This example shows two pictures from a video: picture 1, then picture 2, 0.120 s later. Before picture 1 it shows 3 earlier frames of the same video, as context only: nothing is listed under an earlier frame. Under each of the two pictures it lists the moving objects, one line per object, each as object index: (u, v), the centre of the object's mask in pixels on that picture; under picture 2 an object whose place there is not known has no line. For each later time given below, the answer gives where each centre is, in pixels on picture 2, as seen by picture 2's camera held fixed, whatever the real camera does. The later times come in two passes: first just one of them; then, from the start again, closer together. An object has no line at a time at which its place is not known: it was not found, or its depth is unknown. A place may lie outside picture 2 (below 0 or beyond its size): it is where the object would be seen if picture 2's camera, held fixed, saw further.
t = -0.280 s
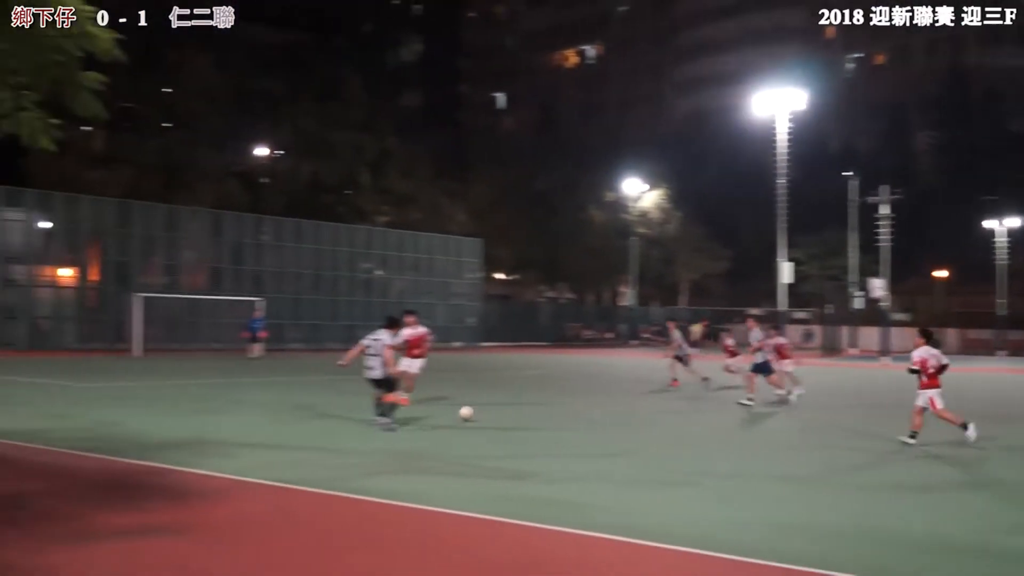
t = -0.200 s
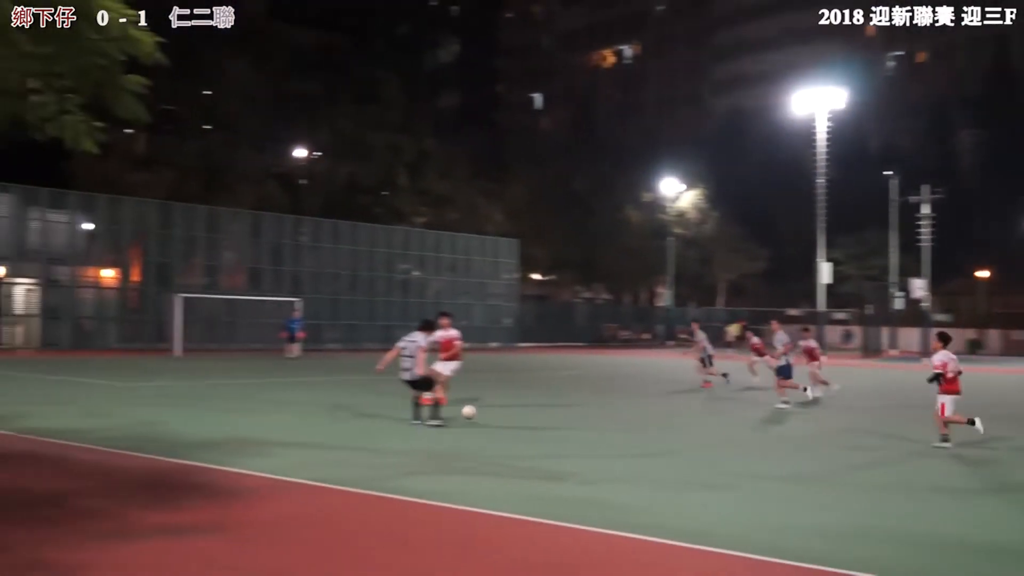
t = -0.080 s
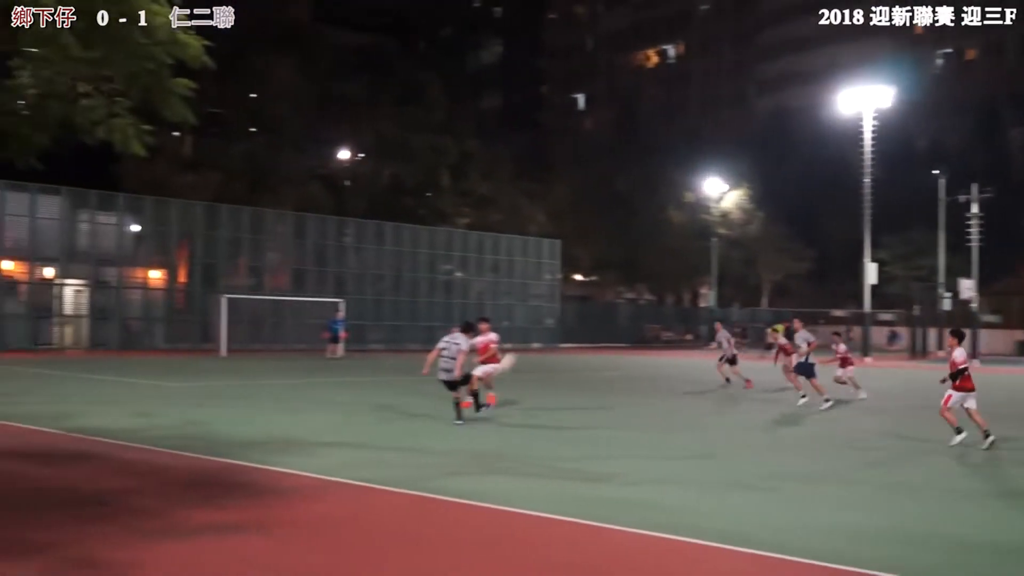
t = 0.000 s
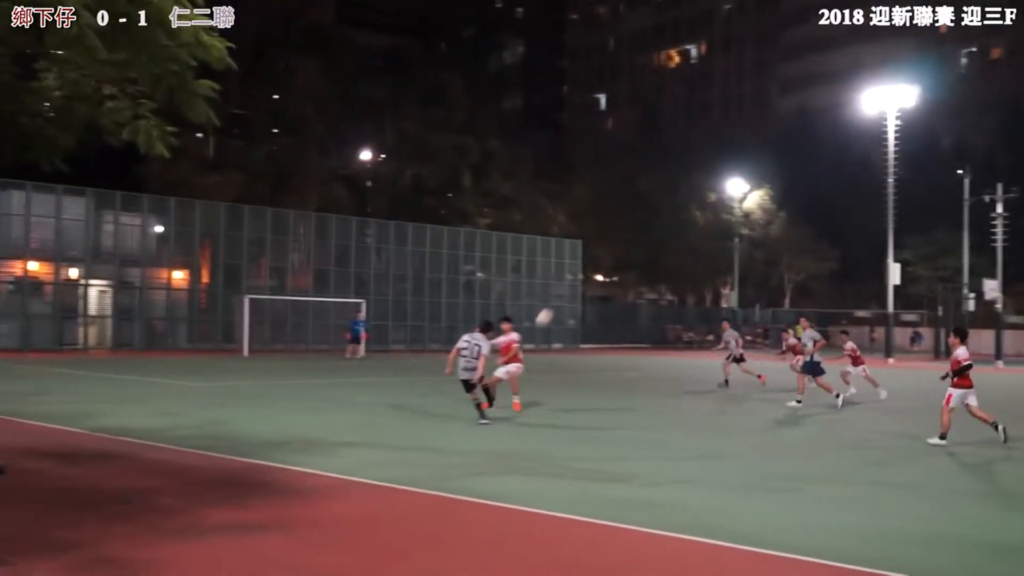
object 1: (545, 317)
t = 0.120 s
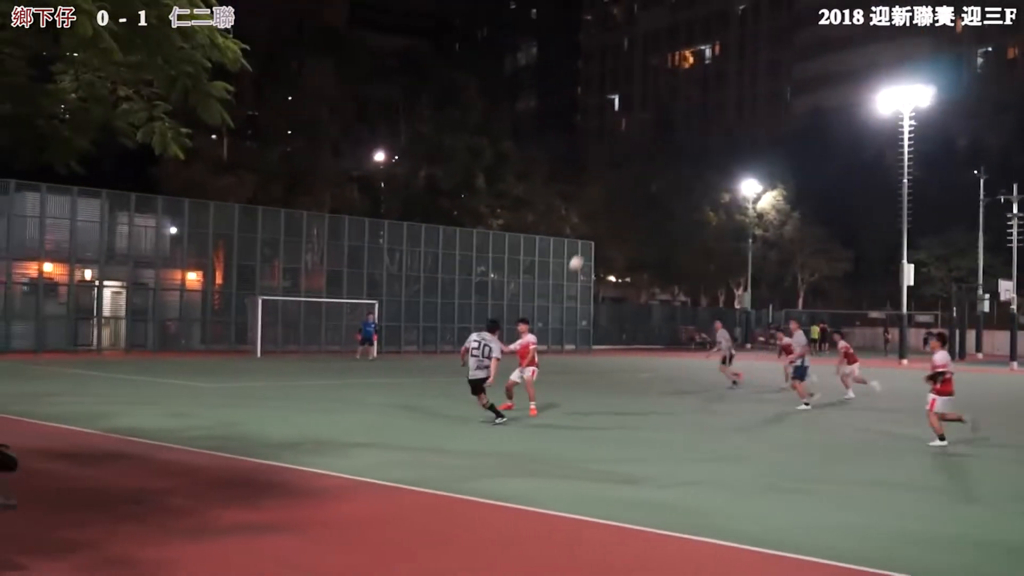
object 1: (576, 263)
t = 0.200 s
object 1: (587, 233)
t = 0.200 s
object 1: (587, 233)
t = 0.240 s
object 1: (591, 222)
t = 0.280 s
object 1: (597, 210)
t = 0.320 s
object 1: (601, 199)
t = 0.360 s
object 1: (606, 189)
